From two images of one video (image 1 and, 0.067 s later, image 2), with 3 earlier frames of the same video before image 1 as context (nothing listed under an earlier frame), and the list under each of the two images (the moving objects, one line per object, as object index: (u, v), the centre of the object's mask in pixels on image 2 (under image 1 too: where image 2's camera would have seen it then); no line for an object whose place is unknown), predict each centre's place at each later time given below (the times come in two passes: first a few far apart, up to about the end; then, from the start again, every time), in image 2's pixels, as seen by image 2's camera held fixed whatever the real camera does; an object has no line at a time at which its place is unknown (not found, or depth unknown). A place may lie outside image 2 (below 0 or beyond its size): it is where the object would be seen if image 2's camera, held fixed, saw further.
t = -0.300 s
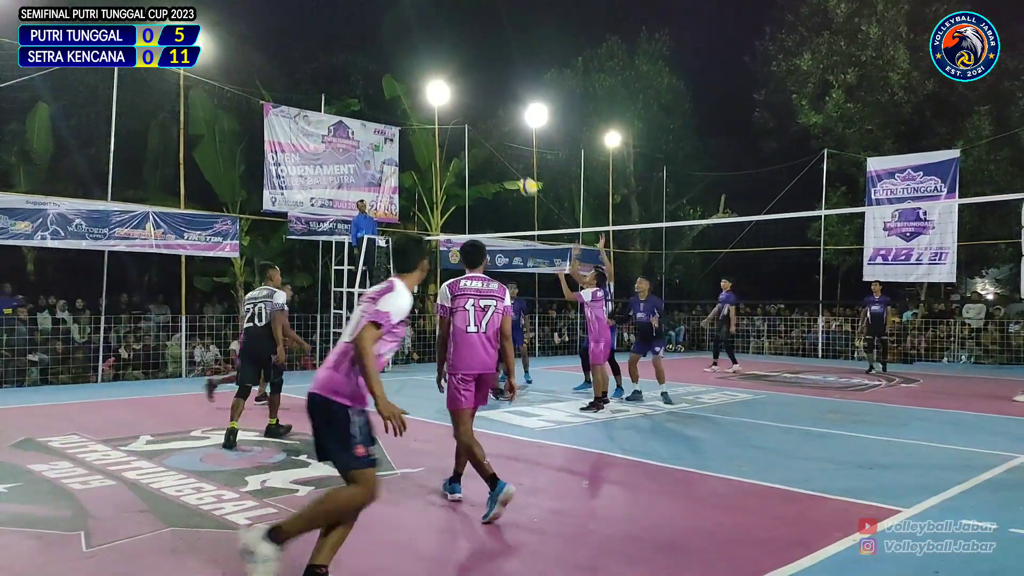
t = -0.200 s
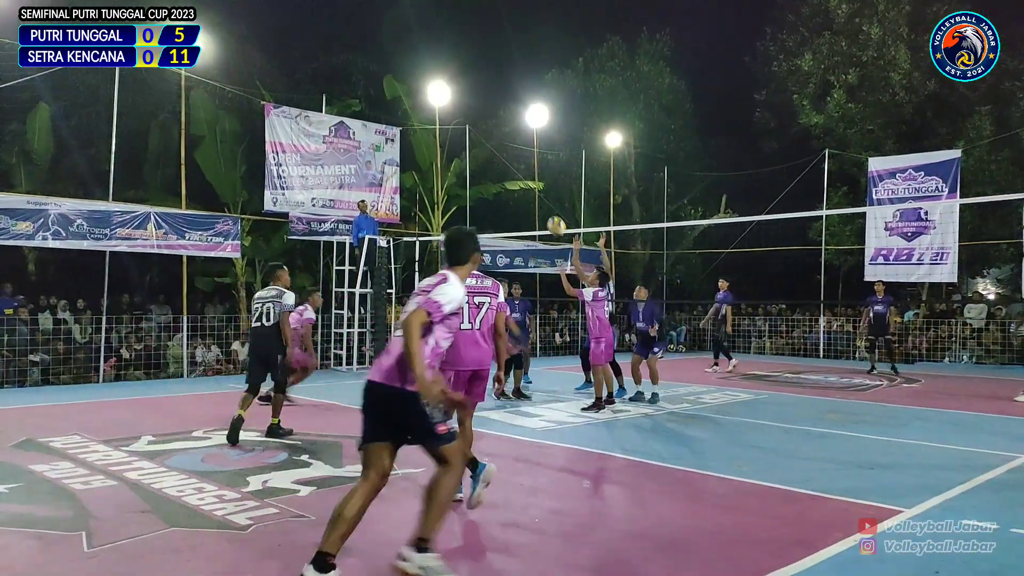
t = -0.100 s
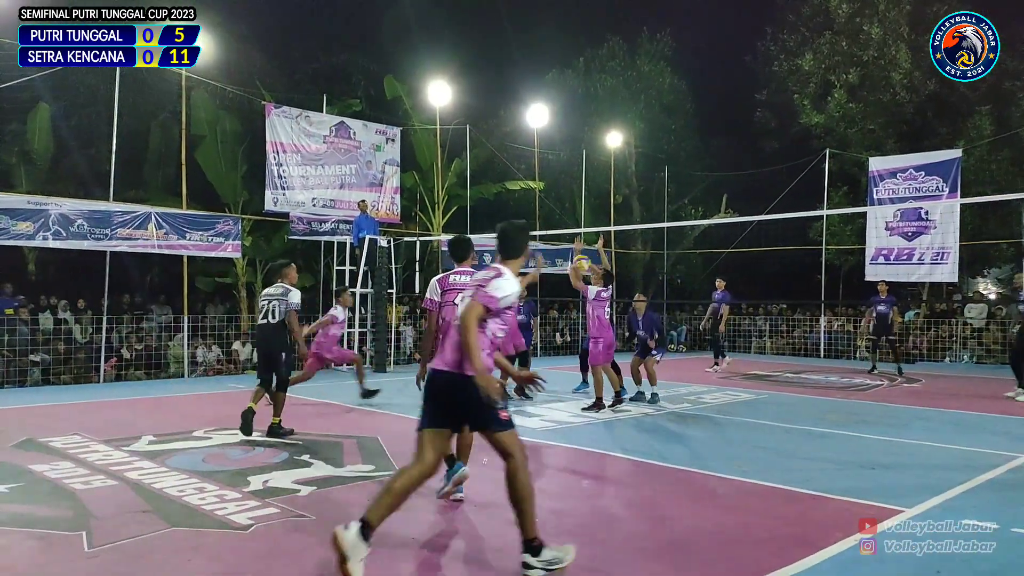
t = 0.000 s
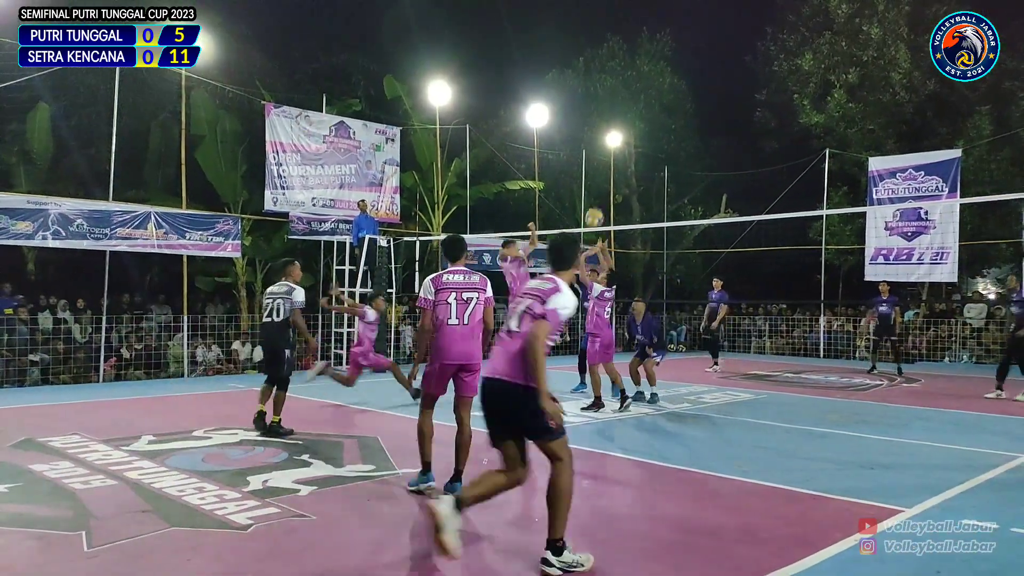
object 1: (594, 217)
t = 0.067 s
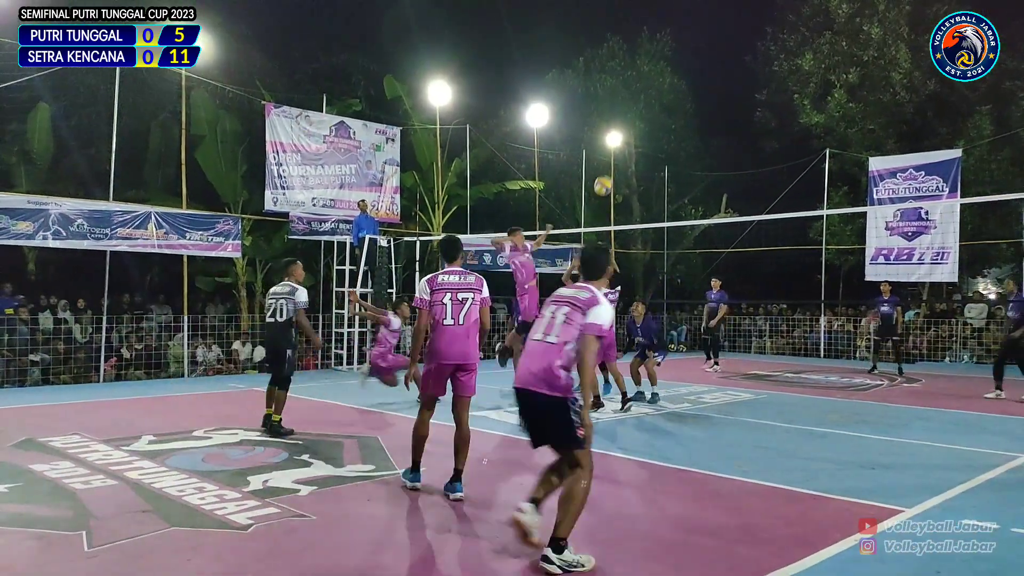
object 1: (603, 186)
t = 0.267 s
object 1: (632, 108)
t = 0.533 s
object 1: (673, 53)
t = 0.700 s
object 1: (698, 49)
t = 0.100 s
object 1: (608, 170)
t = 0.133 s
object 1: (612, 157)
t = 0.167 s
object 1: (617, 142)
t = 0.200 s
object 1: (624, 128)
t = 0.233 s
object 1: (627, 119)
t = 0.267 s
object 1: (632, 108)
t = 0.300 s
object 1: (637, 98)
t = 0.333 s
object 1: (642, 89)
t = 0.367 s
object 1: (647, 81)
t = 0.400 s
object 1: (652, 73)
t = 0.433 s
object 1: (657, 67)
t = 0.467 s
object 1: (662, 61)
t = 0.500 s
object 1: (668, 57)
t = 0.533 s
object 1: (673, 53)
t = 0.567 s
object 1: (676, 51)
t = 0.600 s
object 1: (681, 49)
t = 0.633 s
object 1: (686, 48)
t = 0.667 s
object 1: (692, 48)
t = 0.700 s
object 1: (698, 49)
